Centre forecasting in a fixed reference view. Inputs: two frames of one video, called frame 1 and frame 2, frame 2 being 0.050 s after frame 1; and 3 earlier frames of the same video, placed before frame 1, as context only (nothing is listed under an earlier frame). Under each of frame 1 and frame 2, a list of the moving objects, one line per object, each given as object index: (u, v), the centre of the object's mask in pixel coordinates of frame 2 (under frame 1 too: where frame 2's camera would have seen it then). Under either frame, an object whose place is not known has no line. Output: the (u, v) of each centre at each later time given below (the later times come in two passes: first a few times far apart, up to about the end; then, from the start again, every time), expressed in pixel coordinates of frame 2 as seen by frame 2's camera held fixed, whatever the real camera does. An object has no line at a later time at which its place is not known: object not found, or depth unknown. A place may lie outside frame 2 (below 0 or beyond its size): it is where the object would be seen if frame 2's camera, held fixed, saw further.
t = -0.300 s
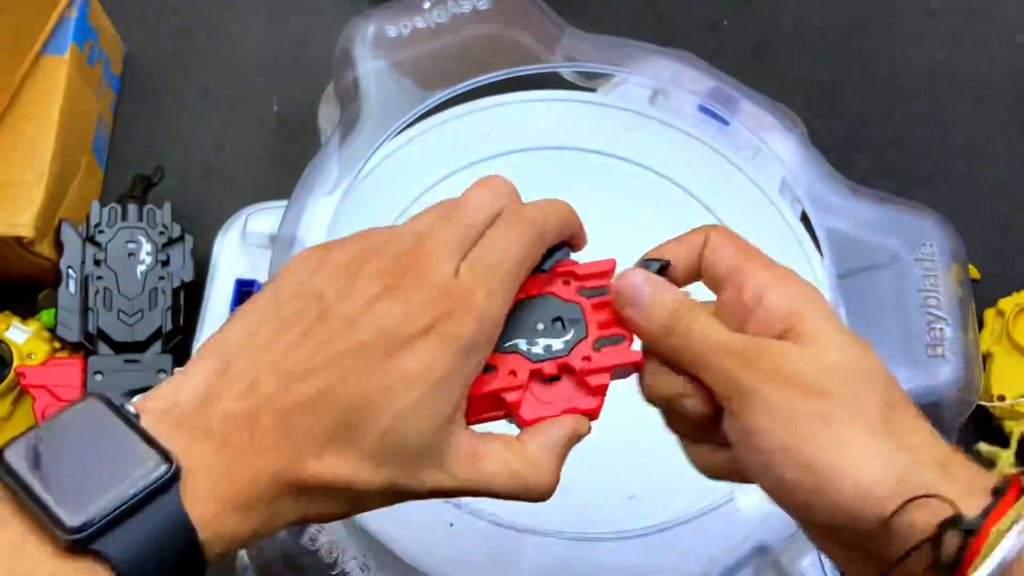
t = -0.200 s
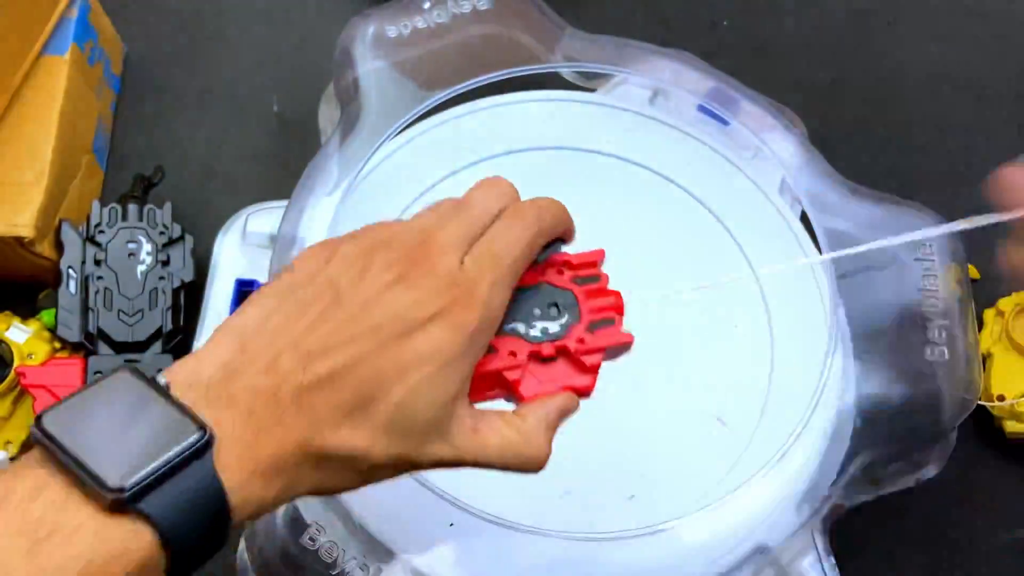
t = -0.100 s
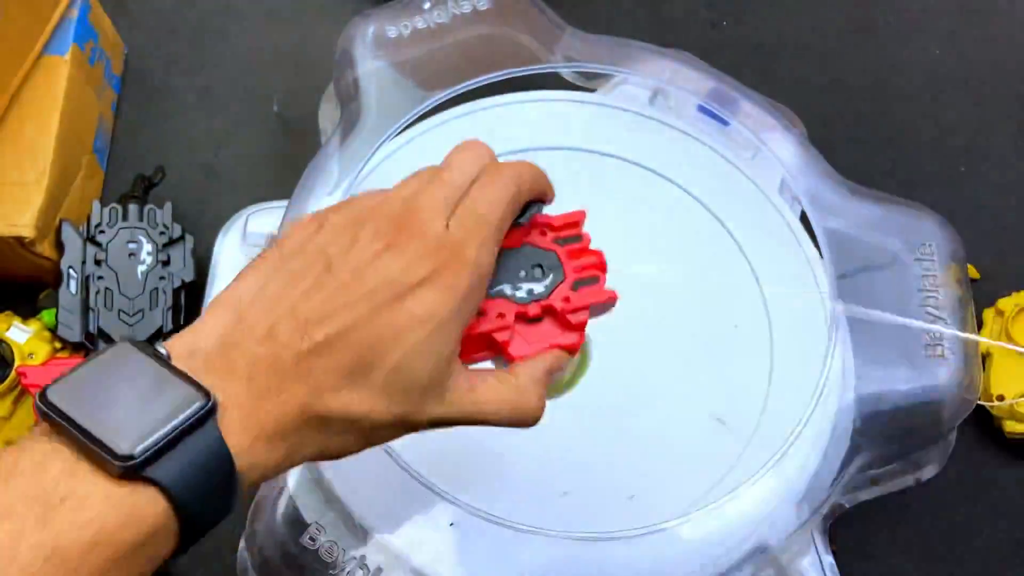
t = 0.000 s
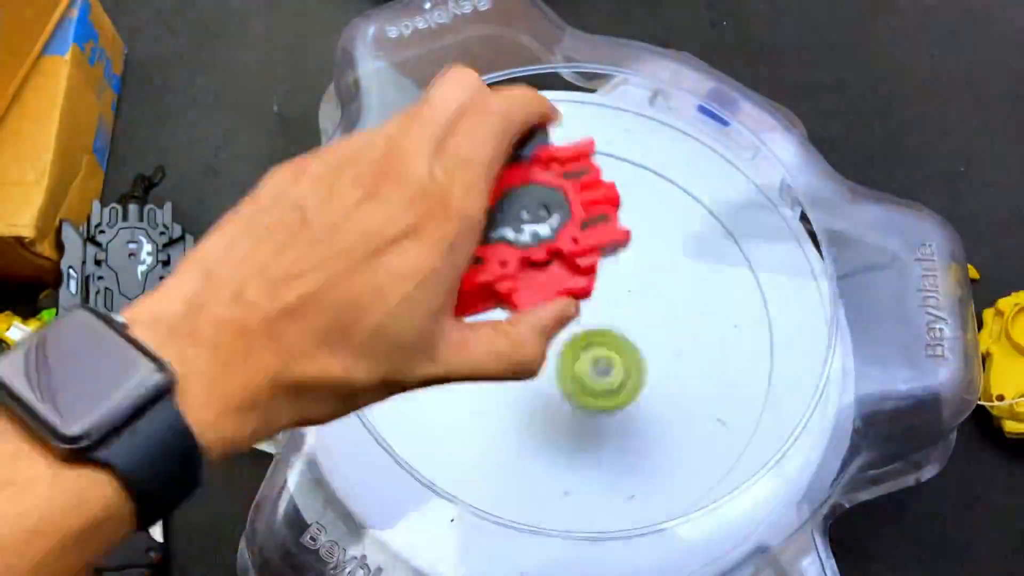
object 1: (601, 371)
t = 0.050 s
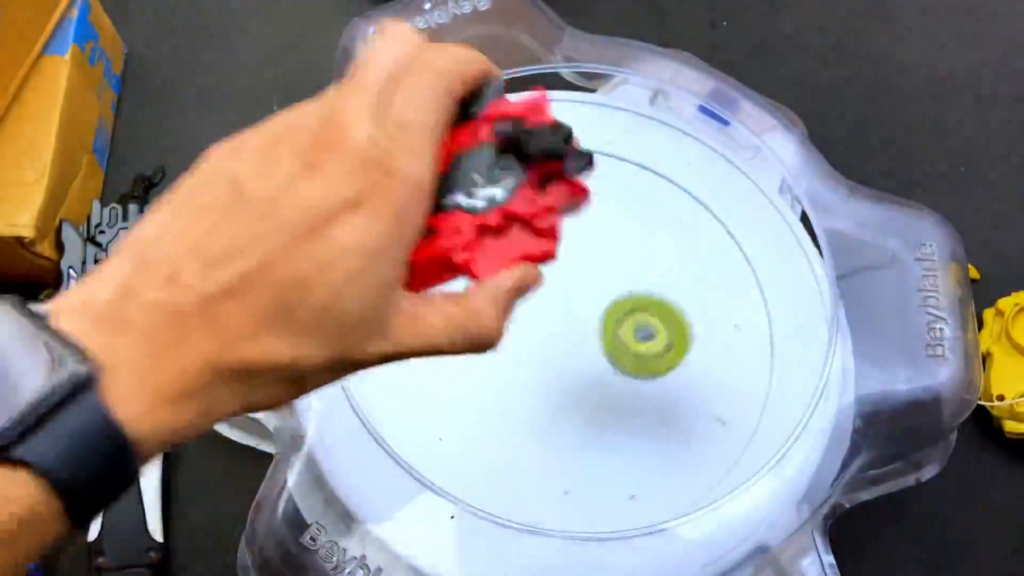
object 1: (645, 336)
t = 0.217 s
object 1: (702, 261)
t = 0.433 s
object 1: (490, 167)
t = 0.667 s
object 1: (473, 492)
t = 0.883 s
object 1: (748, 244)
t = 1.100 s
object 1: (381, 241)
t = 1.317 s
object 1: (676, 494)
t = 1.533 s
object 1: (635, 152)
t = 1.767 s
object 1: (380, 393)
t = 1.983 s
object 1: (755, 412)
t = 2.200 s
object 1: (577, 137)
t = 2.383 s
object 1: (365, 325)
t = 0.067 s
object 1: (658, 327)
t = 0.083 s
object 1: (671, 322)
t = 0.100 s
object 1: (682, 317)
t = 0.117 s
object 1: (691, 315)
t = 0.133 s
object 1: (700, 314)
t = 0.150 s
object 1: (707, 315)
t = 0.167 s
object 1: (709, 306)
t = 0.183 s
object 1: (708, 288)
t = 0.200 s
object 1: (705, 273)
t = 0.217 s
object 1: (702, 261)
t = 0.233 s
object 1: (697, 250)
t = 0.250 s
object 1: (691, 242)
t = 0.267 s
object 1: (684, 234)
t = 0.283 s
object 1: (670, 219)
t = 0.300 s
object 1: (657, 206)
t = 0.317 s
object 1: (642, 195)
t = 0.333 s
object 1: (624, 184)
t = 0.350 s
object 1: (604, 176)
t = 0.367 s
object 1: (583, 169)
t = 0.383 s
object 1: (560, 164)
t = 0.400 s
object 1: (535, 163)
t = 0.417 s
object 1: (514, 163)
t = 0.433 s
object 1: (490, 167)
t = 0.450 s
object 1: (466, 173)
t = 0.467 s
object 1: (444, 181)
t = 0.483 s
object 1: (421, 193)
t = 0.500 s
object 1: (401, 207)
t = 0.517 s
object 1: (388, 225)
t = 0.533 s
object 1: (376, 253)
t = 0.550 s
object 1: (368, 279)
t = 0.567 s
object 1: (364, 308)
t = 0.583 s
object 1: (368, 342)
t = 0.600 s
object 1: (372, 376)
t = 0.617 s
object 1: (387, 408)
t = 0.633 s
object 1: (409, 442)
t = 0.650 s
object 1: (439, 469)
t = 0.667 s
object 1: (473, 492)
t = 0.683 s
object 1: (509, 509)
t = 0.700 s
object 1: (553, 516)
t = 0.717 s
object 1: (594, 518)
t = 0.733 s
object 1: (635, 511)
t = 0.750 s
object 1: (670, 488)
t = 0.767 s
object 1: (702, 469)
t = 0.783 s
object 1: (732, 445)
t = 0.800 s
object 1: (753, 415)
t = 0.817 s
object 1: (766, 383)
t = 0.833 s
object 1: (773, 348)
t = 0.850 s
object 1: (771, 311)
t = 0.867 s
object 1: (763, 280)
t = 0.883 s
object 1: (748, 244)
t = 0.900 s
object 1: (727, 216)
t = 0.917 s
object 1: (706, 192)
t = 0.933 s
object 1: (675, 172)
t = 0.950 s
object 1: (645, 156)
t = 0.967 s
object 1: (615, 145)
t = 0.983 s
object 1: (578, 140)
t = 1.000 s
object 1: (546, 138)
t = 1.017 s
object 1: (515, 142)
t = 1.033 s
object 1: (482, 151)
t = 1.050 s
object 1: (452, 167)
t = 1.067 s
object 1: (426, 187)
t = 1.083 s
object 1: (400, 213)
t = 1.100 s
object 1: (381, 241)
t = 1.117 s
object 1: (370, 274)
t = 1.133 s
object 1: (365, 311)
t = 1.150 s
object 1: (368, 346)
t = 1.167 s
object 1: (377, 381)
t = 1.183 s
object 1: (393, 418)
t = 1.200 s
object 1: (418, 452)
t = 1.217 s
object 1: (446, 477)
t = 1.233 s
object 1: (480, 497)
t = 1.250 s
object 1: (523, 512)
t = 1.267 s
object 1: (562, 519)
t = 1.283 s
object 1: (600, 518)
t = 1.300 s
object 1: (638, 509)
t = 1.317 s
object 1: (676, 494)
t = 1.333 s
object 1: (703, 470)
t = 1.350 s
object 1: (730, 446)
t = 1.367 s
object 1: (751, 419)
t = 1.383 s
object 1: (766, 390)
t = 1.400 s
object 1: (771, 355)
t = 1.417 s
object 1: (772, 323)
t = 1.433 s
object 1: (766, 289)
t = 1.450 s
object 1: (755, 258)
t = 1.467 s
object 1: (740, 231)
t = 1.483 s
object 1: (717, 206)
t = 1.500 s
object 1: (692, 183)
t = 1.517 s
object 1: (667, 166)
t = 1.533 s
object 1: (635, 152)
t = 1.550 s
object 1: (605, 142)
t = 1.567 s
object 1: (574, 138)
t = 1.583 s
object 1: (540, 139)
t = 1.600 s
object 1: (508, 144)
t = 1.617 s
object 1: (479, 153)
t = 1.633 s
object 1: (450, 167)
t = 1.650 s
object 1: (425, 185)
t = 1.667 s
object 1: (405, 206)
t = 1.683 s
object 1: (385, 235)
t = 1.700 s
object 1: (372, 264)
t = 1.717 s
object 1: (366, 294)
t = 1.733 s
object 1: (366, 329)
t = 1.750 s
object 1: (371, 361)
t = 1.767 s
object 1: (380, 393)
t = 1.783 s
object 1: (399, 427)
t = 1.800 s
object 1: (423, 456)
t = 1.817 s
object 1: (450, 478)
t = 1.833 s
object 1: (484, 498)
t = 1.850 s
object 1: (519, 512)
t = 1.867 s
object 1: (554, 519)
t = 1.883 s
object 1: (590, 519)
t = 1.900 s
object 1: (628, 512)
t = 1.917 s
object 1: (661, 500)
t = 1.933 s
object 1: (688, 480)
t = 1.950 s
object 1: (715, 460)
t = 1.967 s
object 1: (737, 439)
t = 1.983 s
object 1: (755, 412)
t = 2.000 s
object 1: (768, 382)
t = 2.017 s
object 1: (773, 355)
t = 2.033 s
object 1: (773, 325)
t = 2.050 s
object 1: (768, 297)
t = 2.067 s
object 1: (759, 270)
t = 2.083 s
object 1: (744, 241)
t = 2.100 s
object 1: (728, 216)
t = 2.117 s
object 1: (709, 197)
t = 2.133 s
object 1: (685, 177)
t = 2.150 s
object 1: (661, 162)
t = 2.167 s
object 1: (635, 151)
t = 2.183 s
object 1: (604, 142)
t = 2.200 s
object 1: (577, 137)
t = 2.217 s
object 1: (550, 137)
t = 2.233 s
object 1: (518, 141)
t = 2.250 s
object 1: (491, 149)
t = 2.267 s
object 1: (465, 161)
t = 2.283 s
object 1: (438, 174)
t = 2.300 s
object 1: (416, 193)
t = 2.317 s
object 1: (399, 214)
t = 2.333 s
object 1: (383, 240)
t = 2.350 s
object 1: (370, 266)
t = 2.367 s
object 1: (366, 293)
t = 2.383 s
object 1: (365, 325)
